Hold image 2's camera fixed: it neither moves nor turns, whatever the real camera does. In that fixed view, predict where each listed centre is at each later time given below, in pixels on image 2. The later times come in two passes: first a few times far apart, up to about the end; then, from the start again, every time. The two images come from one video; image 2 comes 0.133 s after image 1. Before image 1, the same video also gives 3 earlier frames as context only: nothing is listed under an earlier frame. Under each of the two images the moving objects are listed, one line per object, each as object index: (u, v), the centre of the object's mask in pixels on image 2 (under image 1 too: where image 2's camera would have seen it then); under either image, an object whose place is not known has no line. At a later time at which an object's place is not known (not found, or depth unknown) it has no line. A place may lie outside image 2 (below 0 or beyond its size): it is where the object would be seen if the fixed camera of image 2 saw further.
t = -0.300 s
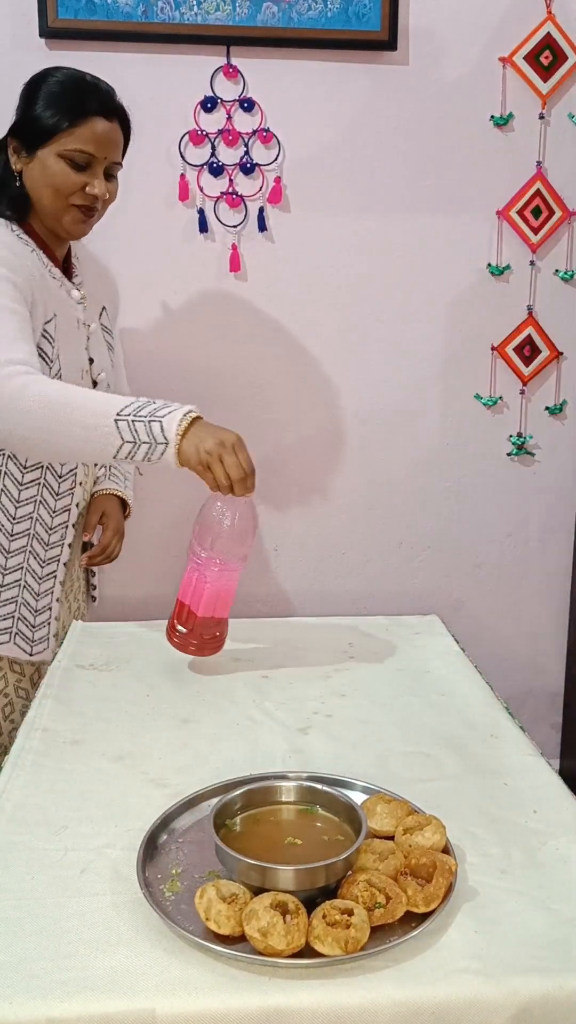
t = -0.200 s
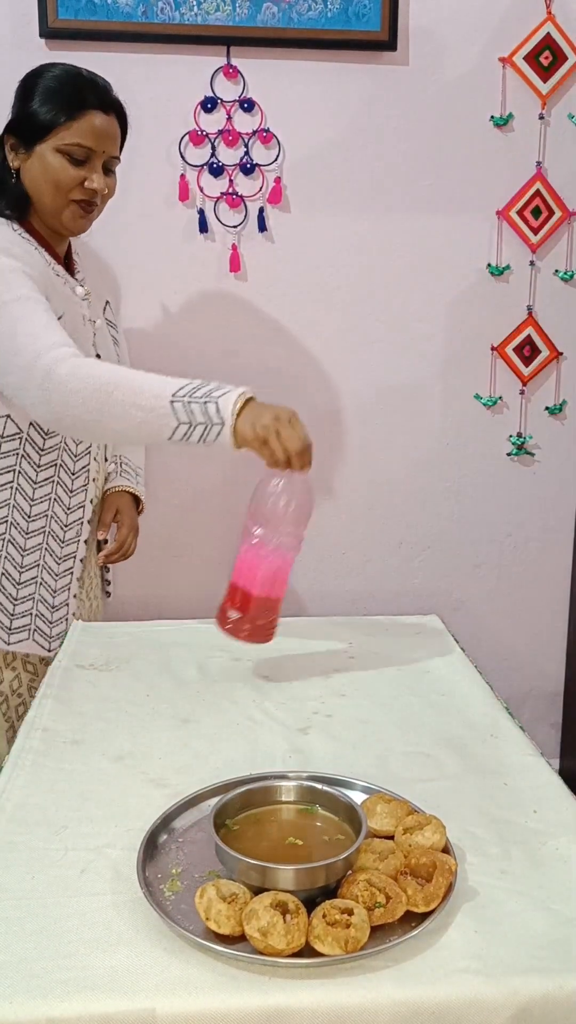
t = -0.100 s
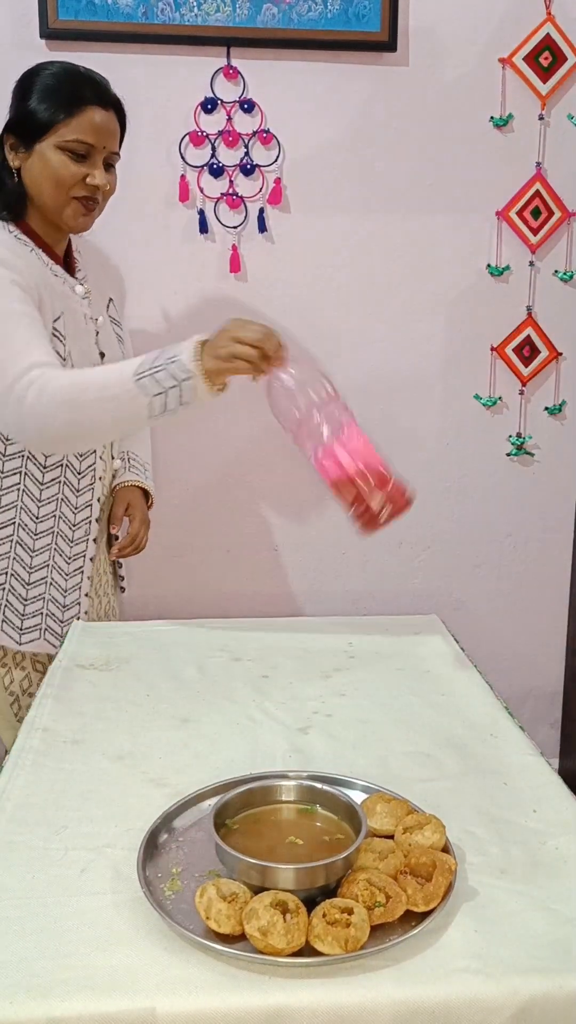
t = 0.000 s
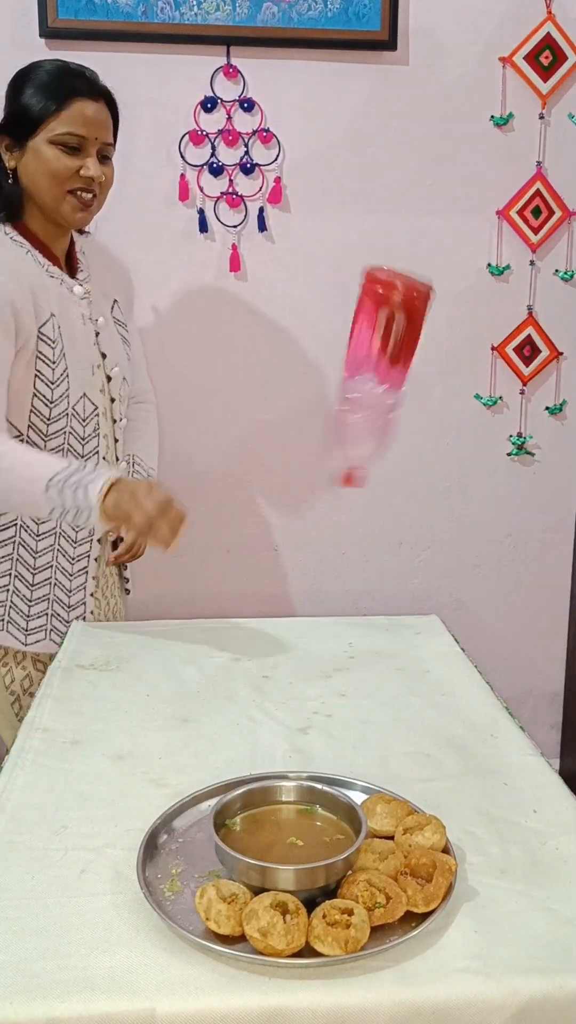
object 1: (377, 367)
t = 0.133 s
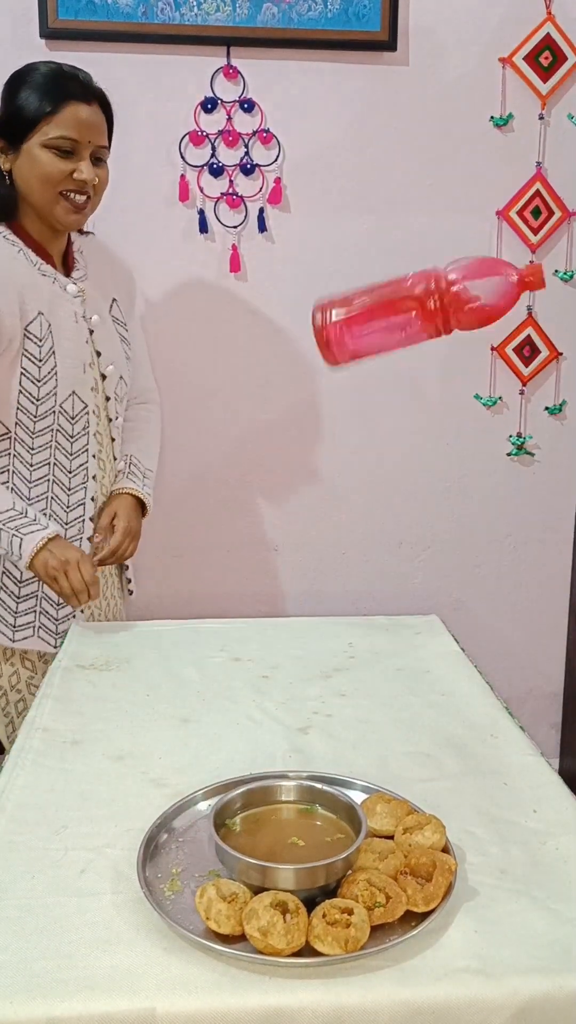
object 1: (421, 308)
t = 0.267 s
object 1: (397, 516)
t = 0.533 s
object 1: (330, 599)
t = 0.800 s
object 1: (298, 638)
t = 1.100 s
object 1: (297, 639)
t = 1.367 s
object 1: (297, 638)
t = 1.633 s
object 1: (298, 637)
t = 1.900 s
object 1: (298, 638)
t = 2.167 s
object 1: (298, 638)
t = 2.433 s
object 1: (298, 638)
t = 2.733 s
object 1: (298, 639)
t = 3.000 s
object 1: (298, 639)
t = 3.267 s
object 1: (298, 638)
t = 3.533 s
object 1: (298, 639)
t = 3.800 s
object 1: (297, 639)
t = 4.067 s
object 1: (297, 639)
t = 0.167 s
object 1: (417, 330)
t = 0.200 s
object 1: (413, 363)
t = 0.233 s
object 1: (403, 457)
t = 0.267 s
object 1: (397, 516)
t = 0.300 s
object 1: (393, 578)
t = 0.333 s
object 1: (381, 607)
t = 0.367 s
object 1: (363, 602)
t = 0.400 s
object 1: (356, 601)
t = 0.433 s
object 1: (351, 600)
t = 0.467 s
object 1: (341, 599)
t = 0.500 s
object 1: (336, 599)
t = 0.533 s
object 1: (330, 599)
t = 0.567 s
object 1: (325, 602)
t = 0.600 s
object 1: (310, 614)
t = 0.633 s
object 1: (303, 624)
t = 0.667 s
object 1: (297, 640)
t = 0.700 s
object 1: (298, 639)
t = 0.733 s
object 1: (299, 638)
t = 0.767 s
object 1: (298, 638)
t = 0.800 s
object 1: (298, 638)
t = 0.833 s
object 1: (298, 638)
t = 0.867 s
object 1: (298, 638)
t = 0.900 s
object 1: (298, 639)
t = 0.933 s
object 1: (297, 639)
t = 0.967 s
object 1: (297, 639)
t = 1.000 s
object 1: (297, 639)
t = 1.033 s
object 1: (297, 639)
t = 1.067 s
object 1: (298, 639)
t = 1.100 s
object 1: (297, 639)
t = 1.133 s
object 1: (298, 639)
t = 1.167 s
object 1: (298, 638)
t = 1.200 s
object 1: (298, 638)
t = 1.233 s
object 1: (298, 639)
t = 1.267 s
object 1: (298, 638)
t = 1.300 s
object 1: (298, 638)
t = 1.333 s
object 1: (297, 638)
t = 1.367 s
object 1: (297, 638)
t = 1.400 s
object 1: (298, 639)
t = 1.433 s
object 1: (297, 638)
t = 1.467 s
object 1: (298, 638)
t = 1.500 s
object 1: (298, 638)
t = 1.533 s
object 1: (297, 638)
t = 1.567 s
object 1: (298, 638)
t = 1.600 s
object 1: (298, 637)
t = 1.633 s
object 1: (298, 637)
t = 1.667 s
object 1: (298, 638)
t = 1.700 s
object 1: (298, 638)
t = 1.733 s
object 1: (298, 638)
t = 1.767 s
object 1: (298, 638)
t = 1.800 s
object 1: (298, 638)
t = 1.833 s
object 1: (298, 638)
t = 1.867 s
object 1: (298, 638)
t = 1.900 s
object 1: (298, 638)
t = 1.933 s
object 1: (298, 638)
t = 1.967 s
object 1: (298, 638)
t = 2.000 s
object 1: (298, 638)
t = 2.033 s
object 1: (298, 638)
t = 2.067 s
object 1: (298, 638)
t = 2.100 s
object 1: (298, 638)
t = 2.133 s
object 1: (298, 638)
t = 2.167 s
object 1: (298, 638)
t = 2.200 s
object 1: (298, 638)
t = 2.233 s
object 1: (298, 638)
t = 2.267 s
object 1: (298, 638)
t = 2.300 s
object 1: (298, 638)
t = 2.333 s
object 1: (298, 638)
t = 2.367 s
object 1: (298, 638)
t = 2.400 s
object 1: (298, 638)
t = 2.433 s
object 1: (298, 638)
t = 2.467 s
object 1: (297, 638)
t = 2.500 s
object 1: (297, 639)
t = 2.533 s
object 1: (297, 639)
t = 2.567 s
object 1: (297, 639)
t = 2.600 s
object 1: (297, 639)
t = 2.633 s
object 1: (297, 639)
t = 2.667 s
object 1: (297, 639)
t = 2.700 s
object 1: (298, 639)
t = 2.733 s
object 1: (298, 639)
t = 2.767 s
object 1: (298, 639)
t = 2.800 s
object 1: (298, 639)
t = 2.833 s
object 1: (298, 639)
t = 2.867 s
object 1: (298, 639)
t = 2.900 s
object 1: (298, 639)
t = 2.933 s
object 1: (298, 639)
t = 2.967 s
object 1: (298, 639)
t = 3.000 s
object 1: (298, 639)
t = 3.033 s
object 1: (298, 639)
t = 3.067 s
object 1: (298, 639)
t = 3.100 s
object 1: (298, 639)
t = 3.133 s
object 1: (298, 639)
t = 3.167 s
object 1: (298, 639)
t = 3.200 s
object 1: (298, 639)
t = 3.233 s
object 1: (298, 639)
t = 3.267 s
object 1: (298, 638)
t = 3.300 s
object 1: (298, 639)
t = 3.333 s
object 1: (298, 639)
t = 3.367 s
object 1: (298, 639)
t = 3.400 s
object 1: (298, 639)
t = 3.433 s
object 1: (298, 639)
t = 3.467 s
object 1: (298, 639)
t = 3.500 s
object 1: (298, 639)
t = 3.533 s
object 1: (298, 639)
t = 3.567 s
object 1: (297, 639)
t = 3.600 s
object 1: (297, 639)
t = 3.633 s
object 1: (297, 639)
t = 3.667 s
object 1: (297, 639)
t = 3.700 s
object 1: (297, 639)
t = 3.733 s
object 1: (297, 639)
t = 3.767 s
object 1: (297, 639)
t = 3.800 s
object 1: (297, 639)
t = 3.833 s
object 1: (297, 639)
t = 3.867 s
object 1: (297, 639)
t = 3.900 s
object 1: (297, 639)
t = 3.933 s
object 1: (297, 639)
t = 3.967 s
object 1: (297, 639)
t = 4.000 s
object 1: (297, 639)
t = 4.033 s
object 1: (297, 639)
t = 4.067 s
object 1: (297, 639)
